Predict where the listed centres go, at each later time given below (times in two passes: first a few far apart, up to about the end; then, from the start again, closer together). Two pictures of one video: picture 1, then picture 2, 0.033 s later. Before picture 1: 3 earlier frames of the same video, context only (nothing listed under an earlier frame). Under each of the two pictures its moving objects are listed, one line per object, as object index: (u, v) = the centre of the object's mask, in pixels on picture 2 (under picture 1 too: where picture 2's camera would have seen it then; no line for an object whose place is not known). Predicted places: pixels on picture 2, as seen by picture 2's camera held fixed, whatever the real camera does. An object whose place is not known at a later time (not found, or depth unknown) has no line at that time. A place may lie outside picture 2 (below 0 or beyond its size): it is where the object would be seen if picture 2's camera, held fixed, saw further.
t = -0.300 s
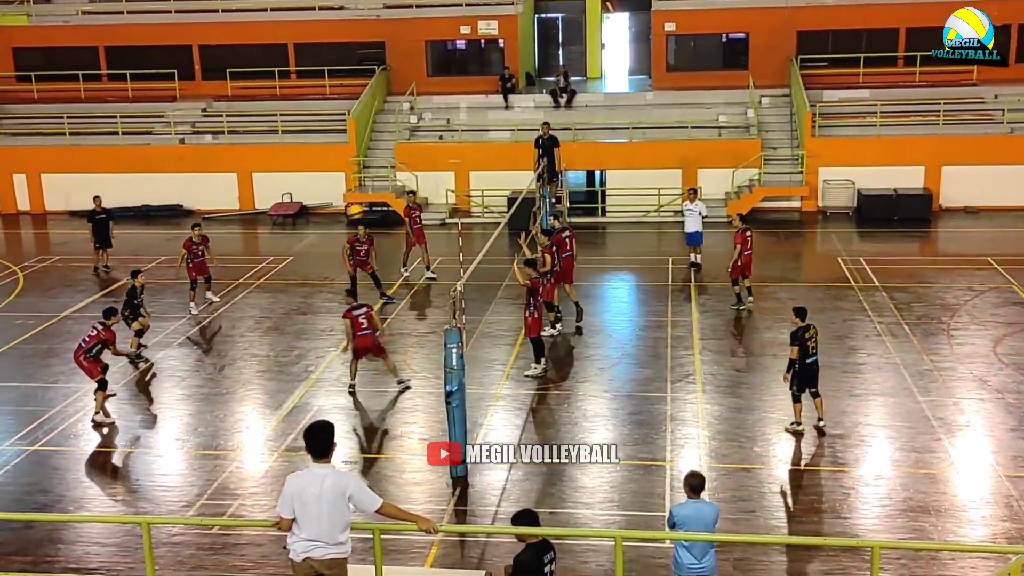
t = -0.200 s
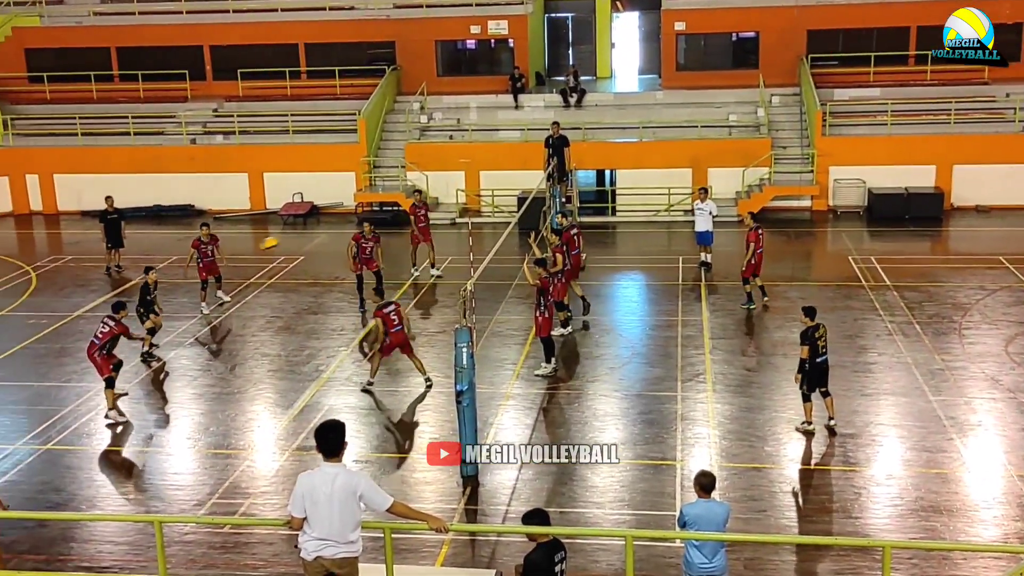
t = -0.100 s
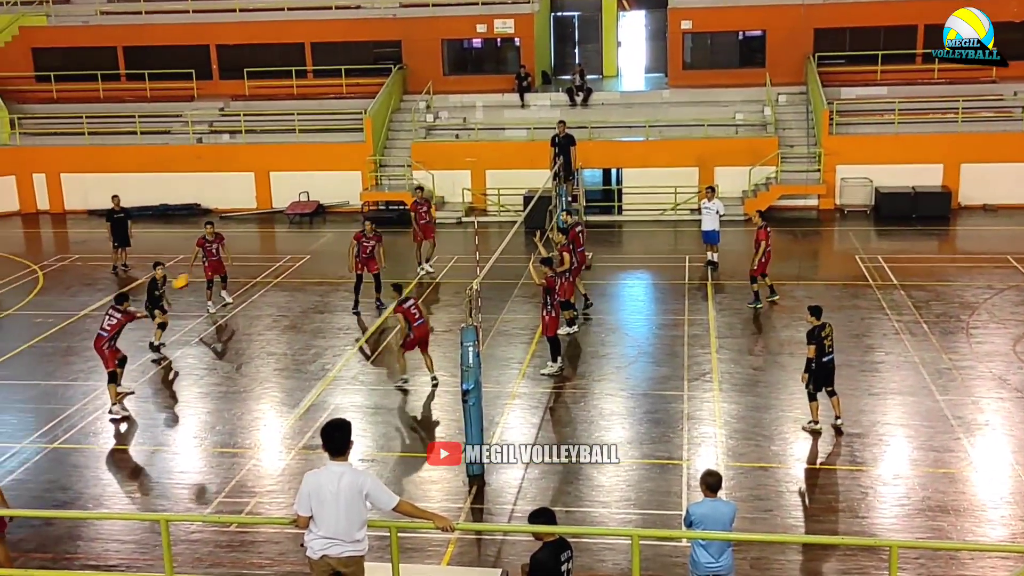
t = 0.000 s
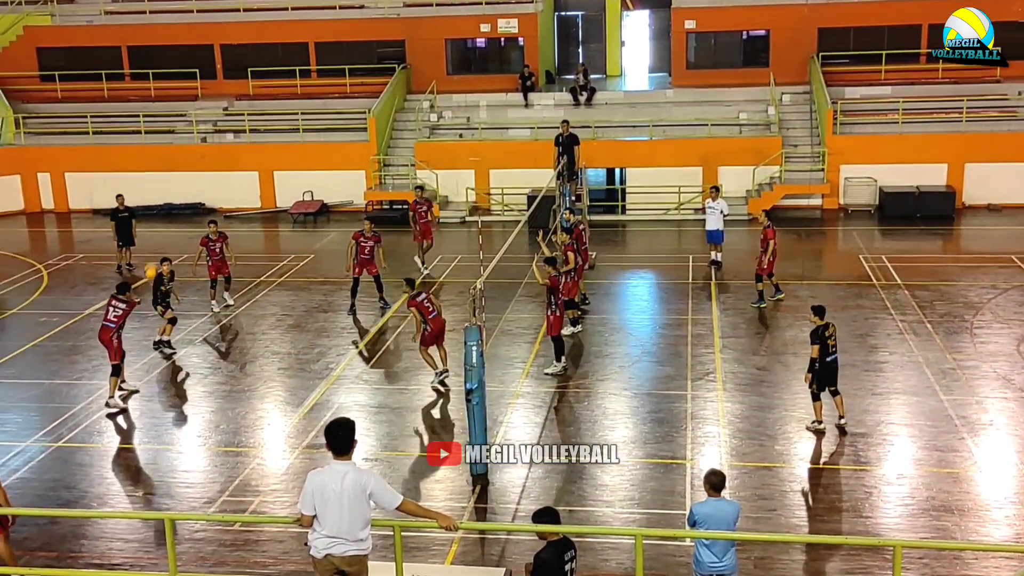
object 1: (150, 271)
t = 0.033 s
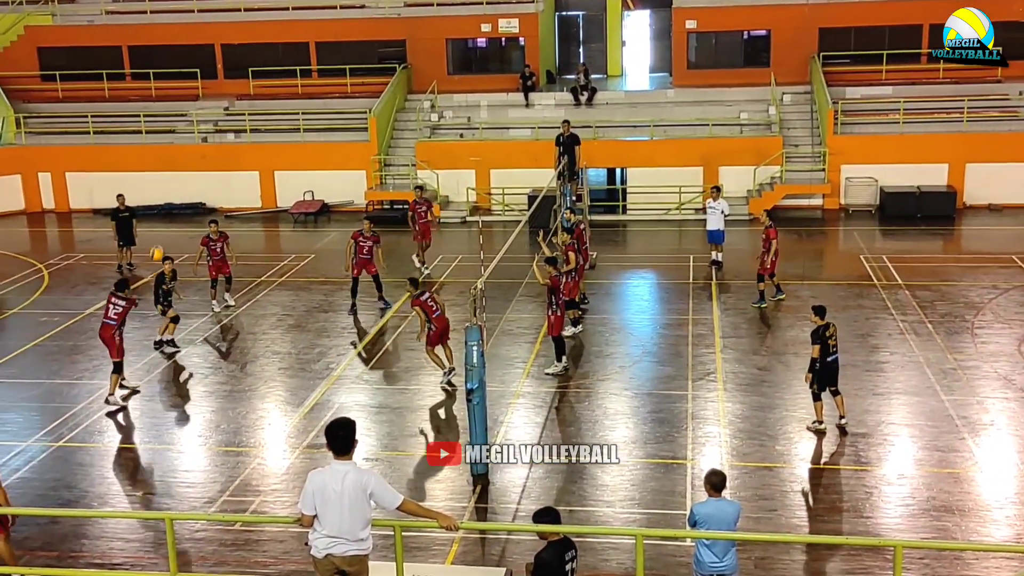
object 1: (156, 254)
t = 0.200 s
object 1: (184, 180)
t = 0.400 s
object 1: (217, 113)
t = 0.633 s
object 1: (257, 68)
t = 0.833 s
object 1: (292, 57)
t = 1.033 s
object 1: (330, 72)
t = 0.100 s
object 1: (168, 221)
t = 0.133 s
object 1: (173, 207)
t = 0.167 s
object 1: (179, 192)
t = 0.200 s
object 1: (184, 180)
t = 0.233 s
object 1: (190, 166)
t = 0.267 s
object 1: (195, 154)
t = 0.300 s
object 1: (200, 144)
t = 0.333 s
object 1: (206, 133)
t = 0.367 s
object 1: (212, 122)
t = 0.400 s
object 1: (217, 113)
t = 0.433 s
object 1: (223, 104)
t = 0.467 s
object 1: (228, 96)
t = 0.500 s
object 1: (234, 89)
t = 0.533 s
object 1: (240, 83)
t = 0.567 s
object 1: (246, 77)
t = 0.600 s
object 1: (251, 72)
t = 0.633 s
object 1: (257, 68)
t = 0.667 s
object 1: (263, 65)
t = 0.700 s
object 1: (269, 62)
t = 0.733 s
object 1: (274, 59)
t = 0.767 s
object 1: (280, 58)
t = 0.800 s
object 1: (286, 58)
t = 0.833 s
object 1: (292, 57)
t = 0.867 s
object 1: (299, 58)
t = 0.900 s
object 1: (305, 60)
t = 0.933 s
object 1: (311, 62)
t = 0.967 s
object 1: (317, 65)
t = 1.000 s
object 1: (323, 68)
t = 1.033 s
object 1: (330, 72)
